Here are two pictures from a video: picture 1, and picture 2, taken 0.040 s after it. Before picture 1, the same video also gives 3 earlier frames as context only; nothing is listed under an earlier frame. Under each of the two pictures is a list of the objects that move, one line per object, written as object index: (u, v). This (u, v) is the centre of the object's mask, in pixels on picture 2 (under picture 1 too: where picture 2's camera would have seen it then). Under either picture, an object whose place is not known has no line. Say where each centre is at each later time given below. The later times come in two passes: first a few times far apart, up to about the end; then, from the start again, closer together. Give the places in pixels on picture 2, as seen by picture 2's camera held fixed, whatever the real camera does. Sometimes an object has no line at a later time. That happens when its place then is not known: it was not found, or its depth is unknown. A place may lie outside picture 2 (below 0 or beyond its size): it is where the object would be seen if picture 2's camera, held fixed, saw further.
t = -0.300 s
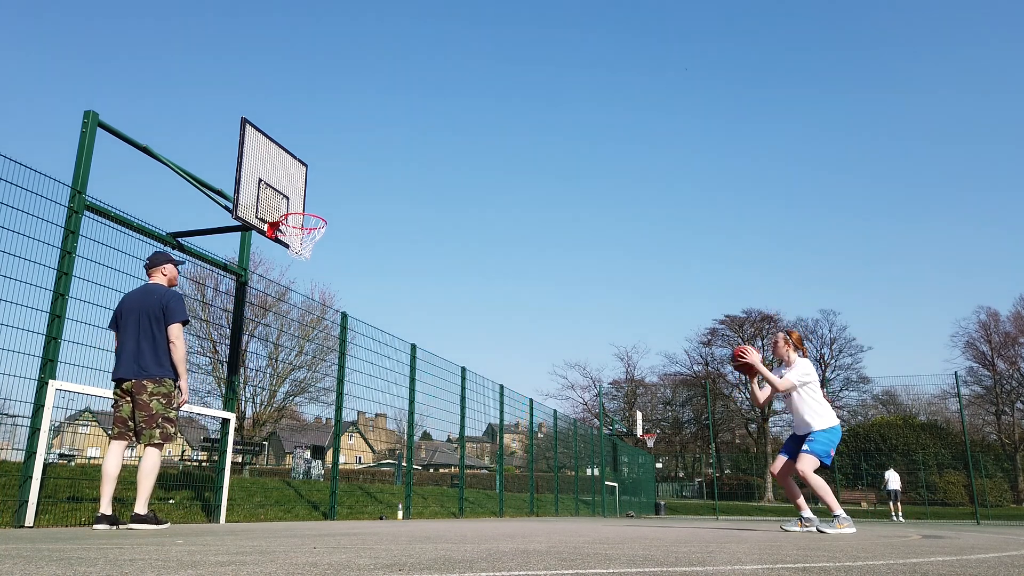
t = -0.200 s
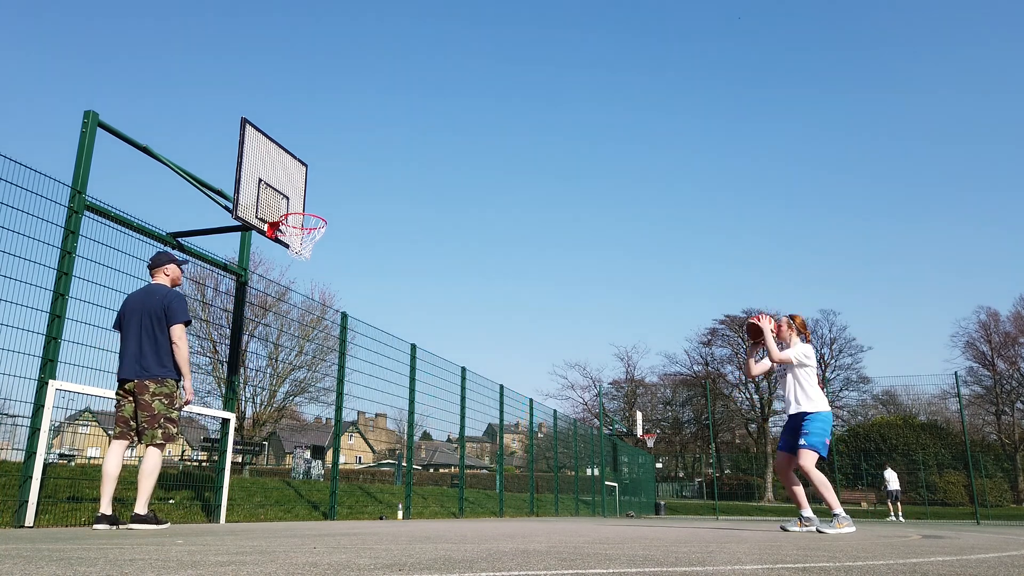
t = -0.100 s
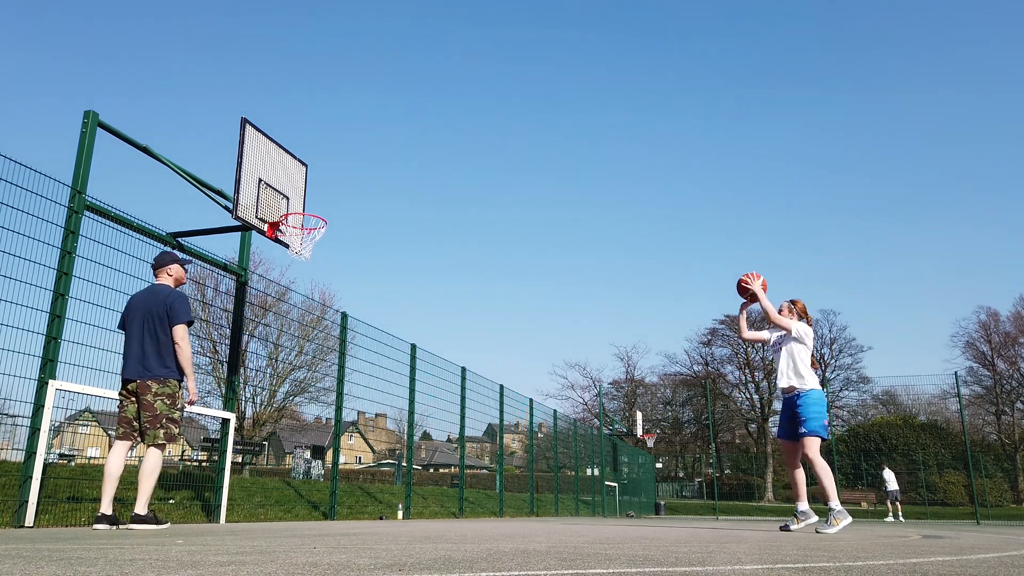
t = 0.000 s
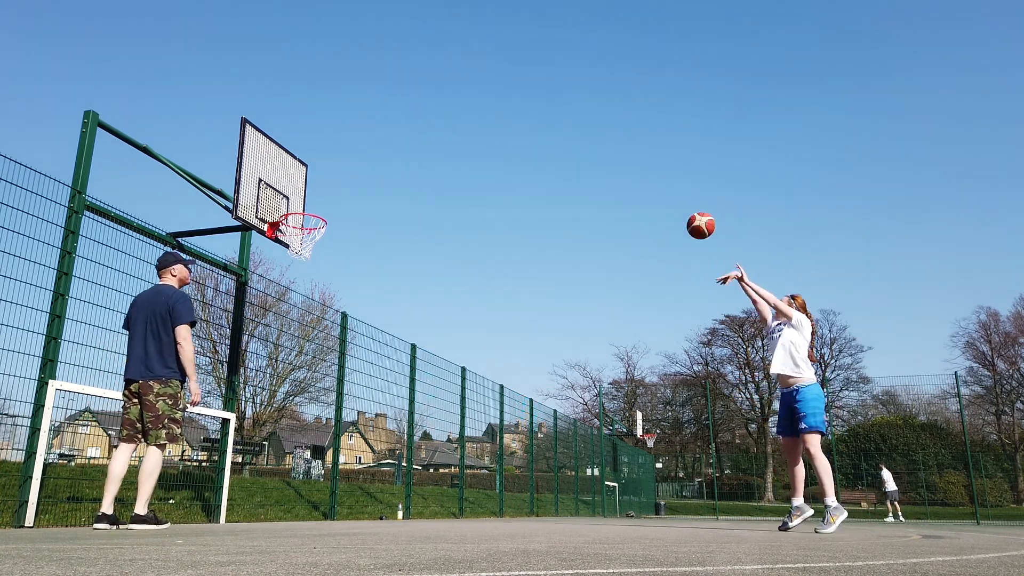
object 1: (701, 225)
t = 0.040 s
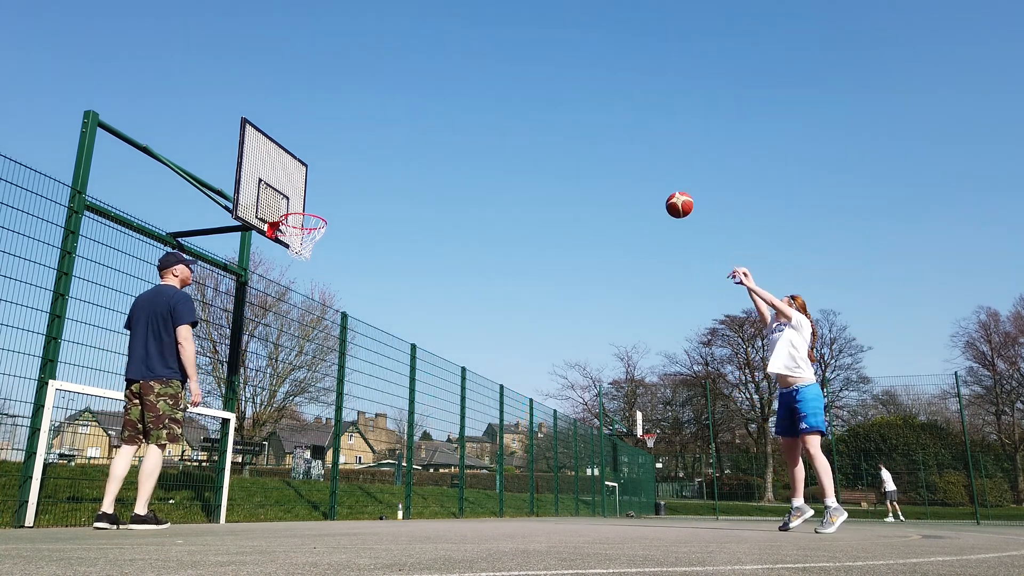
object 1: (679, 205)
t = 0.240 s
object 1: (584, 133)
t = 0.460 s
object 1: (494, 106)
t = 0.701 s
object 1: (406, 128)
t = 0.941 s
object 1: (322, 196)
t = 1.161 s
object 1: (277, 251)
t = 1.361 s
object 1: (268, 290)
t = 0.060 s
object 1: (669, 195)
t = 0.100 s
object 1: (649, 178)
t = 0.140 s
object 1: (630, 163)
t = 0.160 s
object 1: (620, 156)
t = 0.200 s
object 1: (602, 143)
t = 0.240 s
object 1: (584, 133)
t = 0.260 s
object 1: (575, 129)
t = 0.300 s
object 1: (559, 121)
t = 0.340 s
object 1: (542, 115)
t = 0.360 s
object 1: (534, 113)
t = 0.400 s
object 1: (518, 109)
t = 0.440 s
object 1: (502, 107)
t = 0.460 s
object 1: (494, 106)
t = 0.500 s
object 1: (479, 107)
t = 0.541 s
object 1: (464, 108)
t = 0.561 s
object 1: (457, 109)
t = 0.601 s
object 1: (442, 113)
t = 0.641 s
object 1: (428, 118)
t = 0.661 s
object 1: (420, 121)
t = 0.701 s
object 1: (406, 128)
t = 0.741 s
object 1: (392, 136)
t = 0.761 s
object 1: (385, 140)
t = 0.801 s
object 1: (371, 151)
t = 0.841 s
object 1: (357, 162)
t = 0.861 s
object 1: (350, 168)
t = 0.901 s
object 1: (336, 181)
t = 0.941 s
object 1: (322, 196)
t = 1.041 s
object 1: (287, 238)
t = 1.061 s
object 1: (282, 243)
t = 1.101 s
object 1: (279, 246)
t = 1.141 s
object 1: (278, 249)
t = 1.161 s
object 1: (277, 251)
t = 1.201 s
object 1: (275, 256)
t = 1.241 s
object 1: (274, 262)
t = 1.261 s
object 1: (273, 266)
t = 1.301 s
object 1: (271, 274)
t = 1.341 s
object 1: (269, 284)
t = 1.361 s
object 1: (268, 290)
